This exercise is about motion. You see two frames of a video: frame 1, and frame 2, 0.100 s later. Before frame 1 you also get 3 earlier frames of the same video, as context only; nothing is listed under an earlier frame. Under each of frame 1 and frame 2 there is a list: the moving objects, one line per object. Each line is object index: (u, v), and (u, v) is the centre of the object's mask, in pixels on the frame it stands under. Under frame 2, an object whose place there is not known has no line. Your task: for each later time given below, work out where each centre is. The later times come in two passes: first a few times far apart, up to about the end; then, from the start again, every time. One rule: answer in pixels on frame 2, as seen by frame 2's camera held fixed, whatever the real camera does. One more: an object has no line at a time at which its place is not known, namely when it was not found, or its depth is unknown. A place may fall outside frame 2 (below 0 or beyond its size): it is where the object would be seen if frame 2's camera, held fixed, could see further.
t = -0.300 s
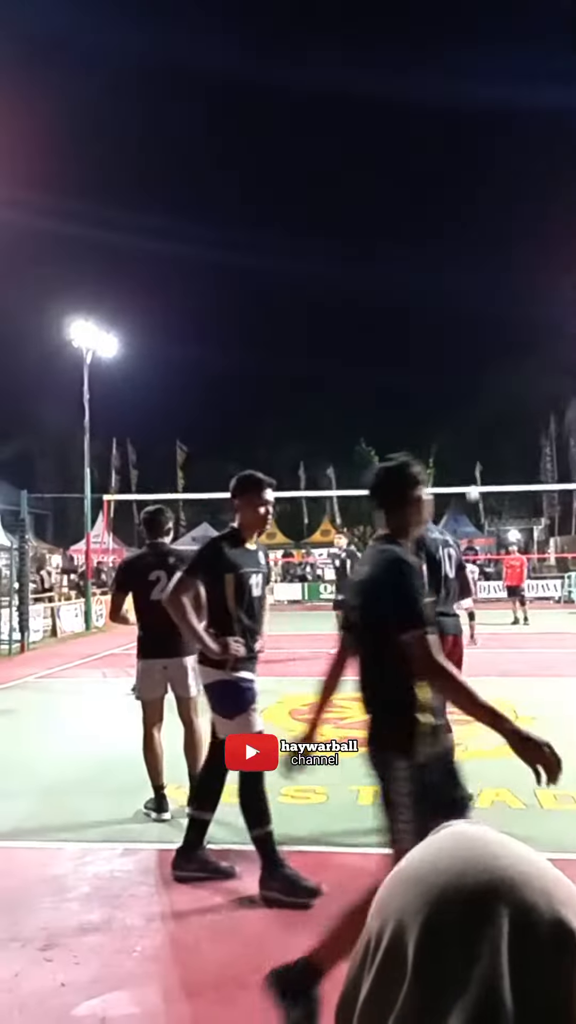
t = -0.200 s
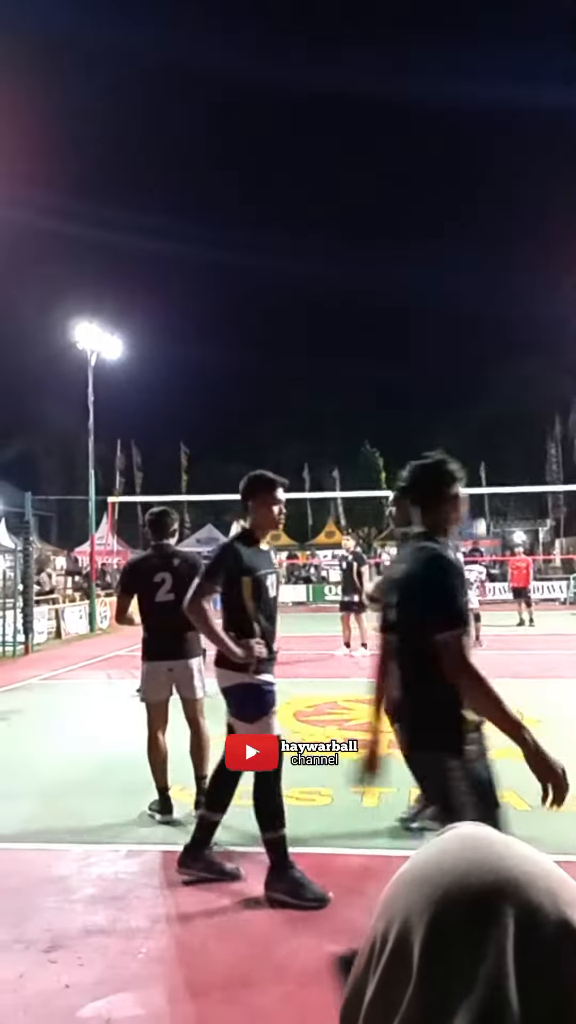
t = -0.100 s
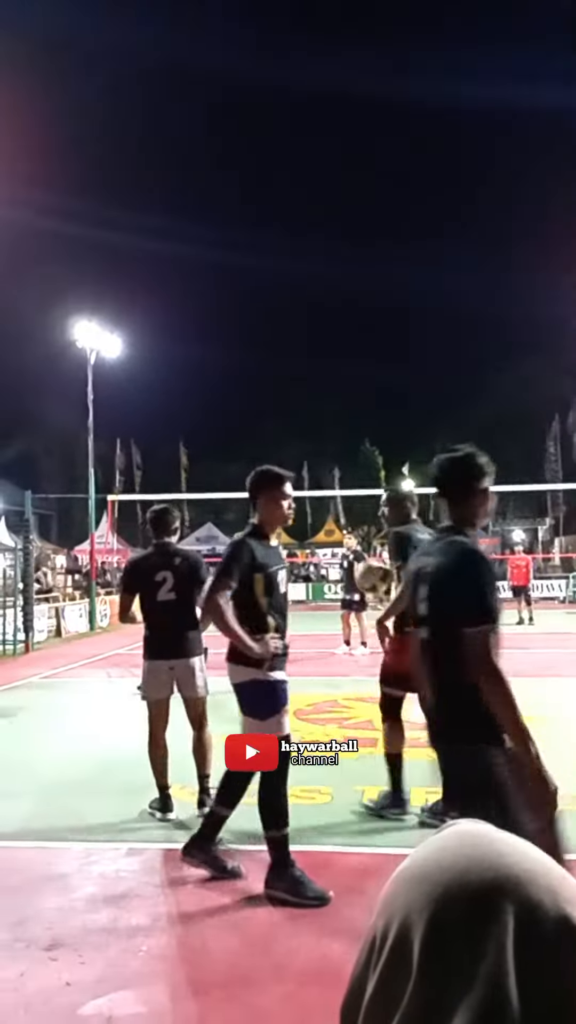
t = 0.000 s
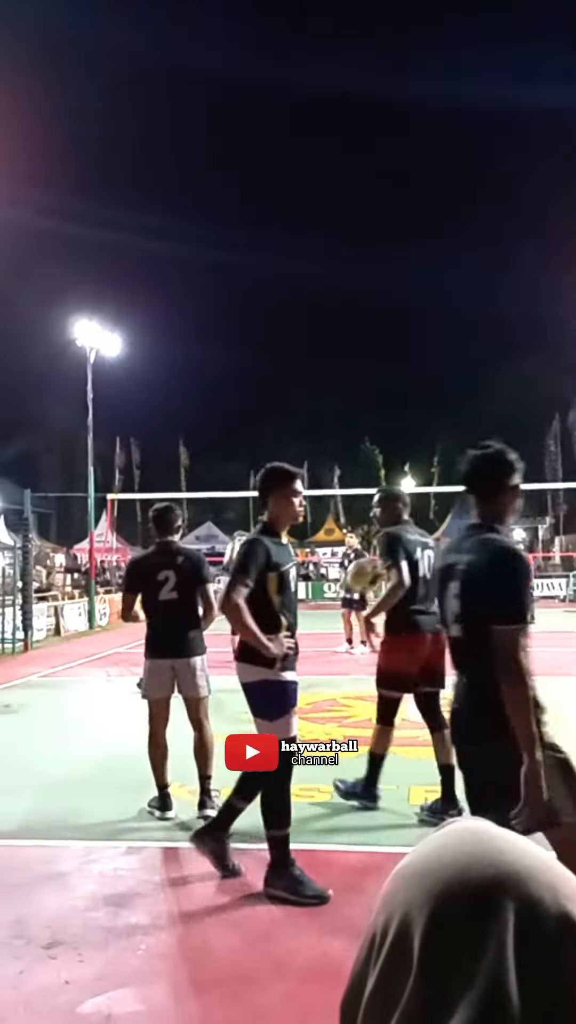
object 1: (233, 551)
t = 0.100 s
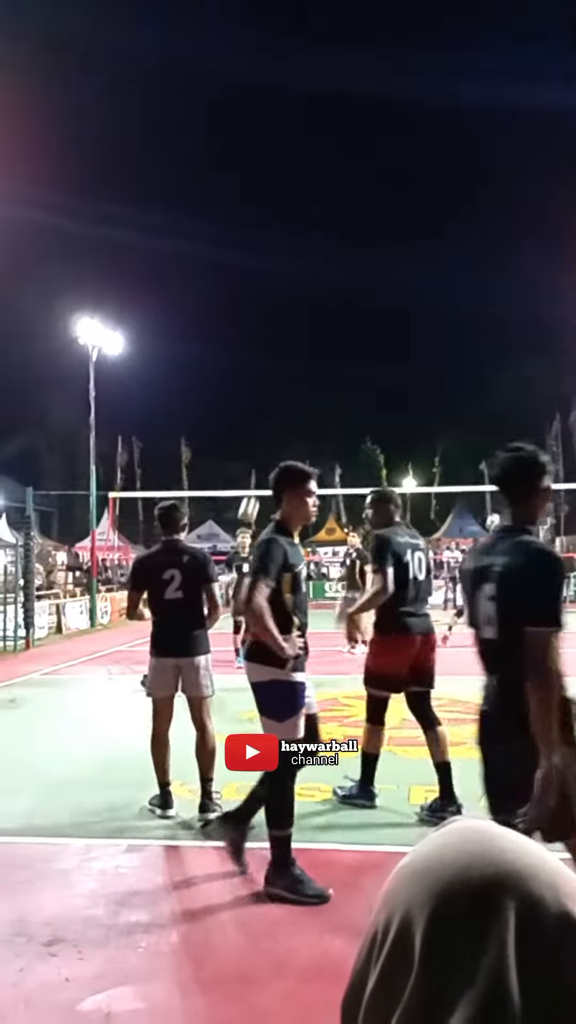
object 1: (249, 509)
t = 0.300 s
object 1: (273, 449)
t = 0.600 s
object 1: (306, 424)
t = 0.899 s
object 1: (335, 462)
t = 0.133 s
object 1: (253, 497)
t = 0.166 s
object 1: (257, 482)
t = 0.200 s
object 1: (261, 474)
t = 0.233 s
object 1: (265, 465)
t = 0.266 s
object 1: (269, 456)
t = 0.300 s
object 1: (273, 449)
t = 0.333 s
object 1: (277, 443)
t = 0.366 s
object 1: (281, 437)
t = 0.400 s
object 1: (285, 433)
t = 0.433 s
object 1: (288, 429)
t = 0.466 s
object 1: (292, 426)
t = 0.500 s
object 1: (295, 424)
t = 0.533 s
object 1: (299, 424)
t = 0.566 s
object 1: (303, 423)
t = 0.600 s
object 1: (306, 424)
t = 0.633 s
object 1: (309, 426)
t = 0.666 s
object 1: (312, 427)
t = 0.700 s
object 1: (315, 430)
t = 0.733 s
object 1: (319, 434)
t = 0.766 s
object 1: (323, 438)
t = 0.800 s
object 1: (325, 443)
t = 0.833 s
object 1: (328, 449)
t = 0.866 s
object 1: (332, 455)
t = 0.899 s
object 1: (335, 462)
